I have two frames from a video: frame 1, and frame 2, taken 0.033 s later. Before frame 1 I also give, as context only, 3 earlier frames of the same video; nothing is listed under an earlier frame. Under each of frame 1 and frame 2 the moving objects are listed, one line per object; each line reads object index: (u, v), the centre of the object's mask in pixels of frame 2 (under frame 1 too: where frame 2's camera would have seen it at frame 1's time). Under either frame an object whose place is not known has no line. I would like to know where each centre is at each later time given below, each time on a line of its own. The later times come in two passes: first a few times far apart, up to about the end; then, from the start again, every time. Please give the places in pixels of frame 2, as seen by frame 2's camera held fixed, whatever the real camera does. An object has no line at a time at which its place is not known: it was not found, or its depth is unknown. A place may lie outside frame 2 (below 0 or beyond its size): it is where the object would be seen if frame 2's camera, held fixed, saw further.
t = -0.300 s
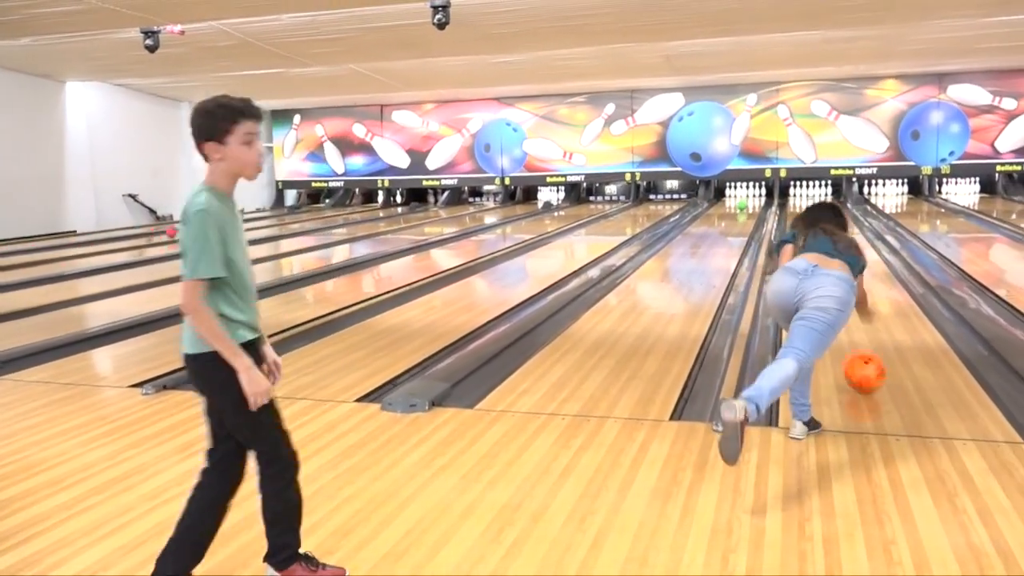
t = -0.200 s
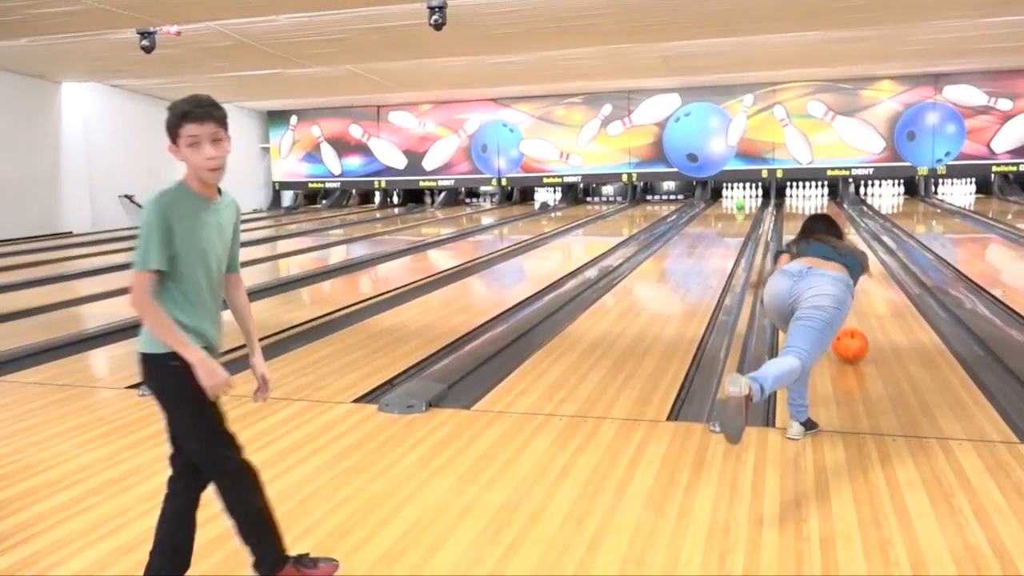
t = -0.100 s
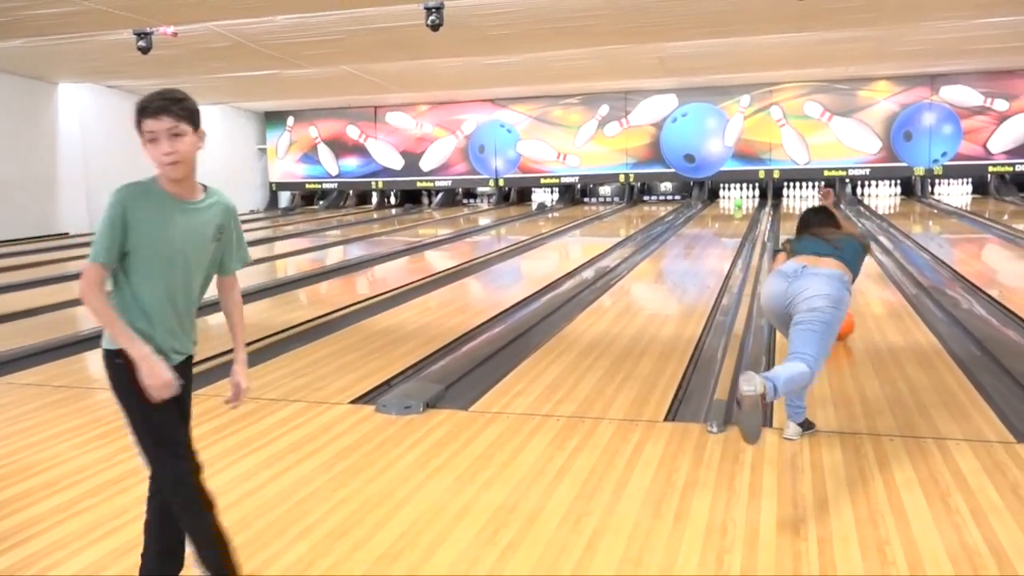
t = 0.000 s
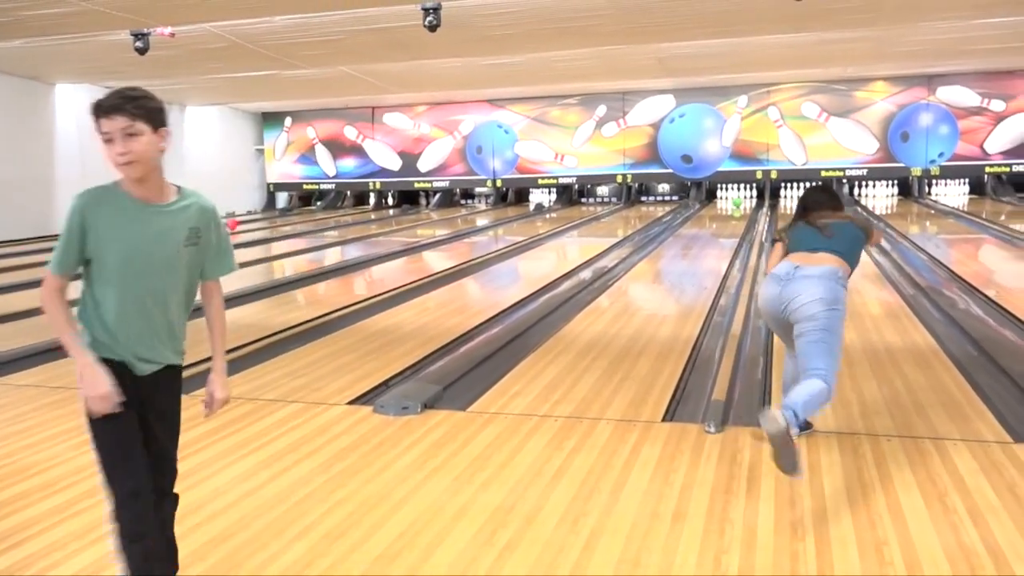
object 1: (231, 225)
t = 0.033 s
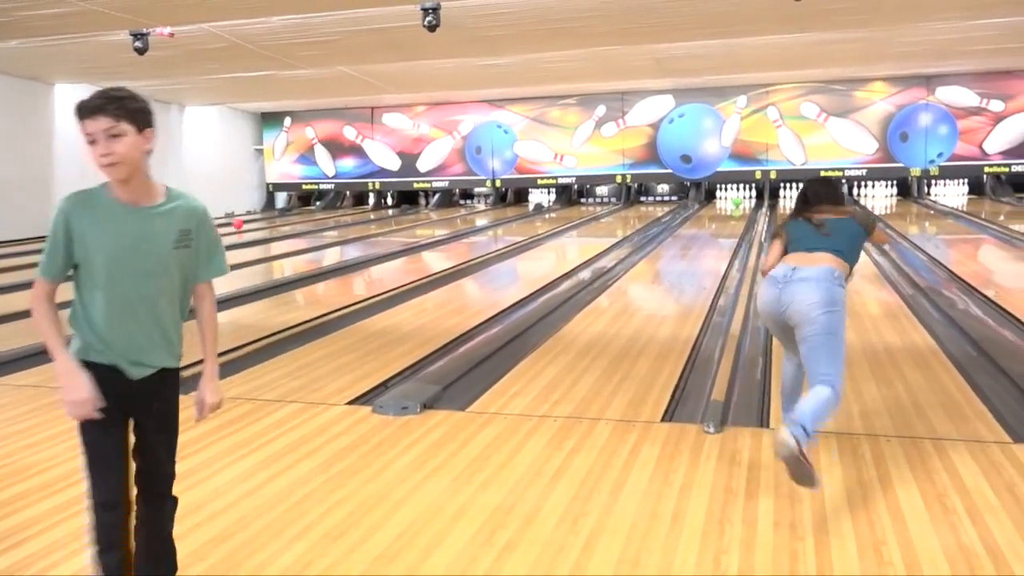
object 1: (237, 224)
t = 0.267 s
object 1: (281, 217)
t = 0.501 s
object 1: (316, 213)
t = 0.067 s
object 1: (245, 223)
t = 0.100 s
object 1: (251, 222)
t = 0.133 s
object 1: (258, 221)
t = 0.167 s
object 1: (264, 221)
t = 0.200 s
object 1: (270, 219)
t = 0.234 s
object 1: (275, 218)
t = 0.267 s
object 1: (281, 217)
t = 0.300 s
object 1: (287, 217)
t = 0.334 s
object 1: (292, 216)
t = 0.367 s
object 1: (297, 215)
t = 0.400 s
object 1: (303, 214)
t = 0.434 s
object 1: (307, 214)
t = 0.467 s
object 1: (312, 213)
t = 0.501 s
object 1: (316, 213)
